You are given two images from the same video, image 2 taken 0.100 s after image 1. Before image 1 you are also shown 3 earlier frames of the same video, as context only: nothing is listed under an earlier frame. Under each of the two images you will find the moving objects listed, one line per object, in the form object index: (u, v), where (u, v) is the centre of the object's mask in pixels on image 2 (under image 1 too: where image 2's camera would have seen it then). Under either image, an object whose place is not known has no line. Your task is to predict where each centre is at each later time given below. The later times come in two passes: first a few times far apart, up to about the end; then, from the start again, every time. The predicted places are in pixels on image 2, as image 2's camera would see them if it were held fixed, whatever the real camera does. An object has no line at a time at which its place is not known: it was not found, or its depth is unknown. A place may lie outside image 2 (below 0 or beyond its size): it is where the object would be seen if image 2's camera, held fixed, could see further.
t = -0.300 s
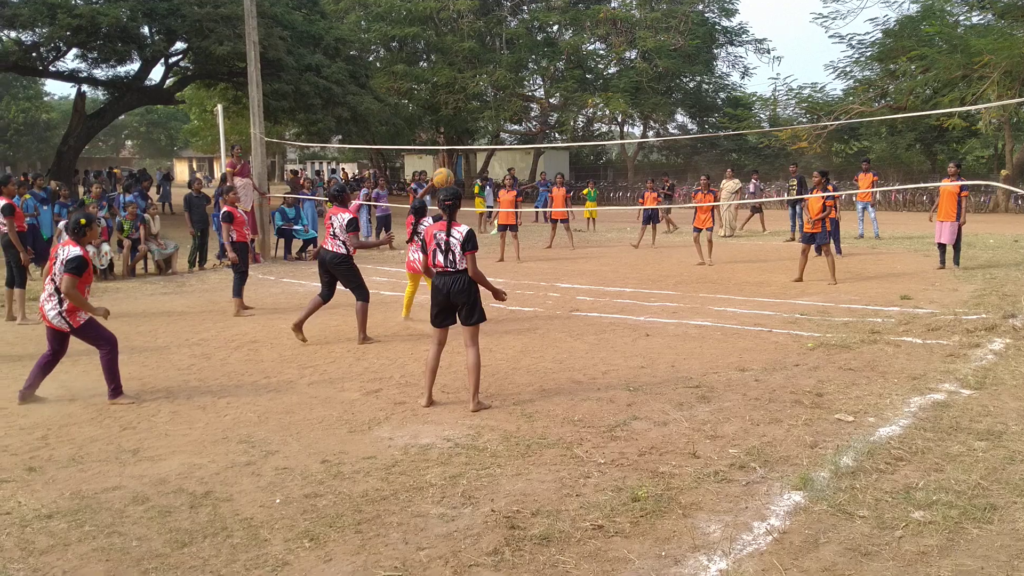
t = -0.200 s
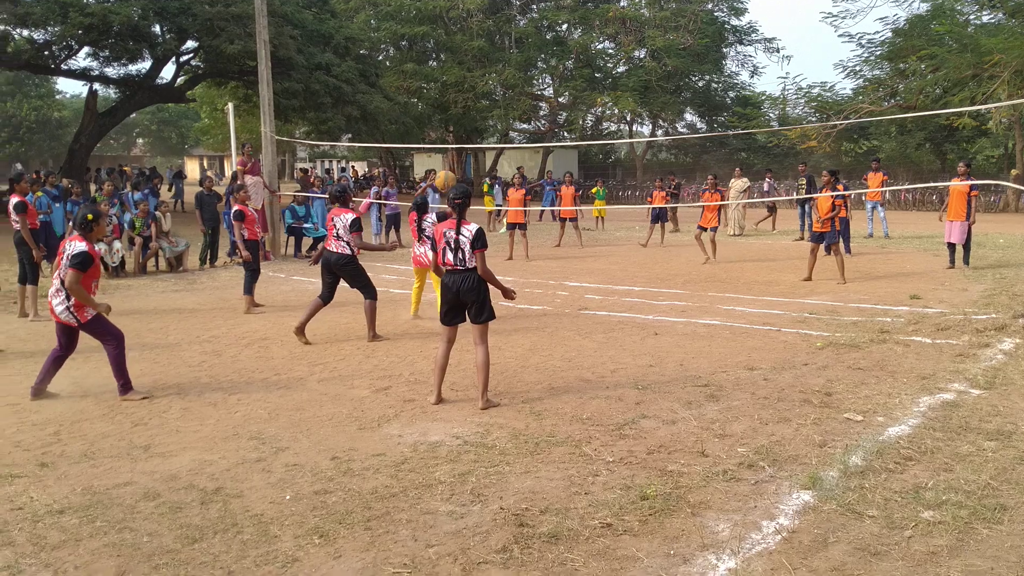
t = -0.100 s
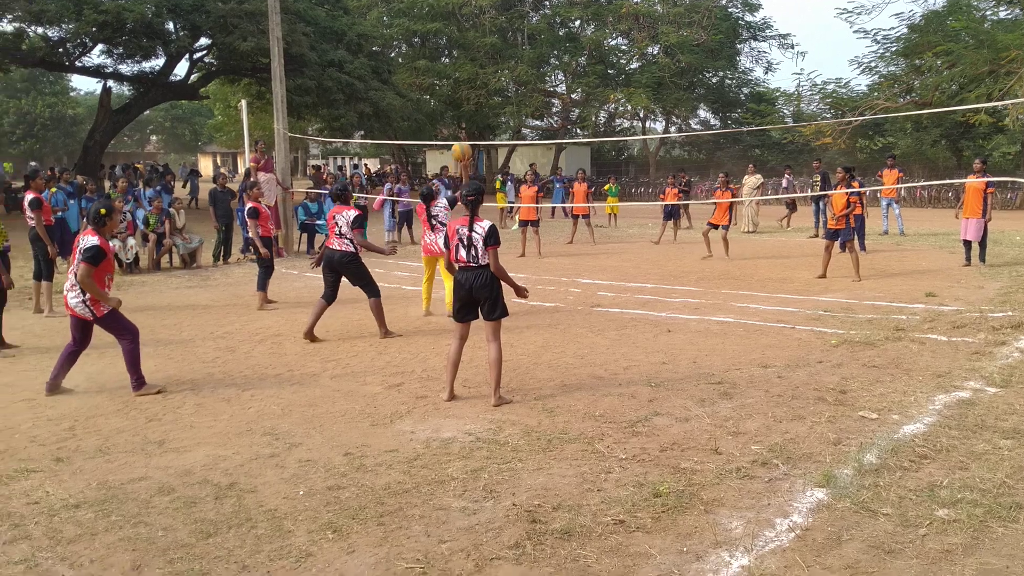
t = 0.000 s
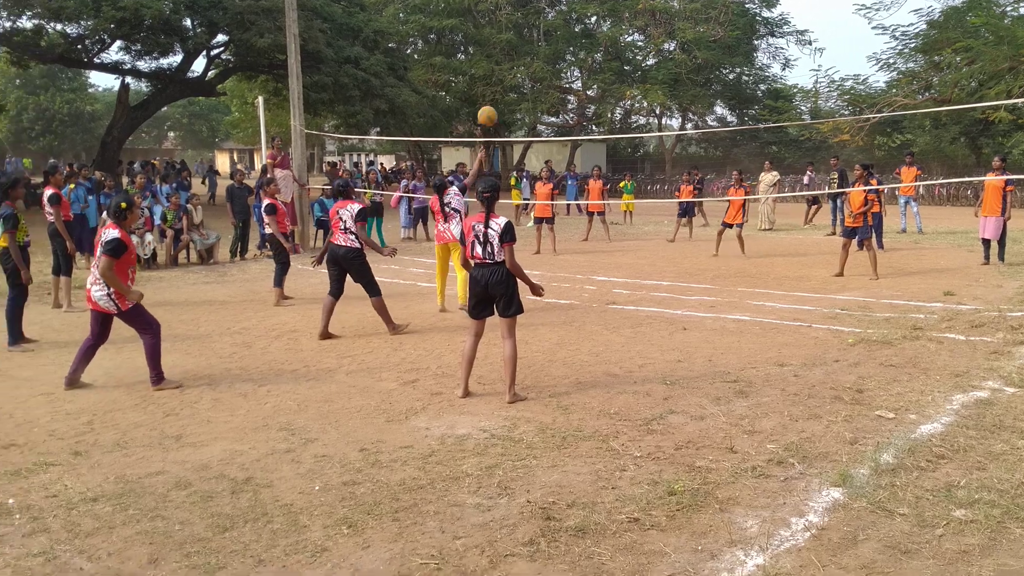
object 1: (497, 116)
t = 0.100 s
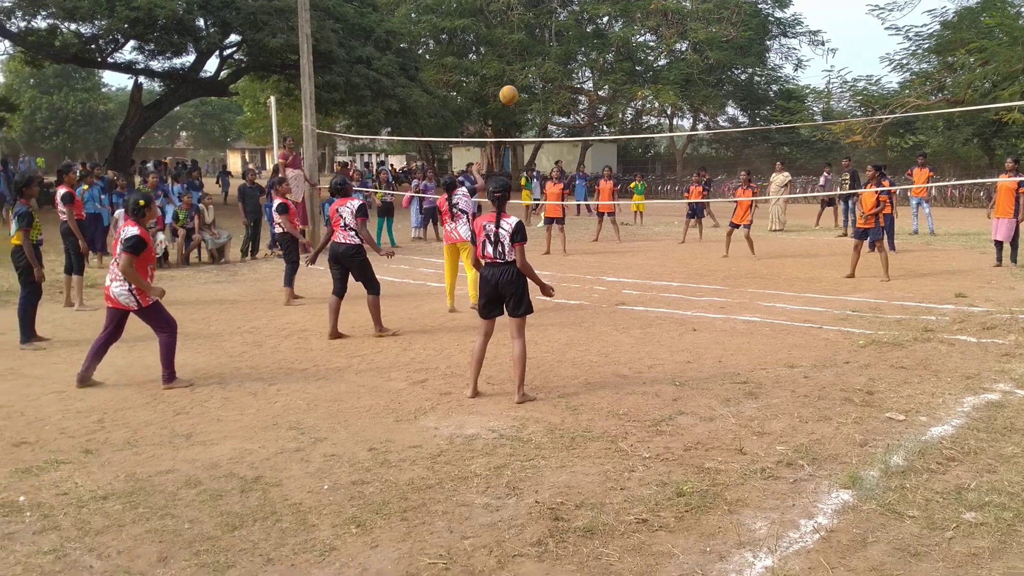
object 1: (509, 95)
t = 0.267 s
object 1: (525, 81)
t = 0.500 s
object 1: (546, 97)
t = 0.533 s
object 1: (549, 102)
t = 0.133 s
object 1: (512, 90)
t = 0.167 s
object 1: (516, 87)
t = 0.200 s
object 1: (519, 84)
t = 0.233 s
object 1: (522, 82)
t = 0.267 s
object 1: (525, 81)
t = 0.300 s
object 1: (528, 81)
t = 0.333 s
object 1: (531, 81)
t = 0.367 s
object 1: (533, 83)
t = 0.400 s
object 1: (536, 86)
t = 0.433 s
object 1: (539, 89)
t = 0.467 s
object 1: (542, 93)
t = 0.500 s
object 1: (546, 97)
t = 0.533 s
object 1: (549, 102)
